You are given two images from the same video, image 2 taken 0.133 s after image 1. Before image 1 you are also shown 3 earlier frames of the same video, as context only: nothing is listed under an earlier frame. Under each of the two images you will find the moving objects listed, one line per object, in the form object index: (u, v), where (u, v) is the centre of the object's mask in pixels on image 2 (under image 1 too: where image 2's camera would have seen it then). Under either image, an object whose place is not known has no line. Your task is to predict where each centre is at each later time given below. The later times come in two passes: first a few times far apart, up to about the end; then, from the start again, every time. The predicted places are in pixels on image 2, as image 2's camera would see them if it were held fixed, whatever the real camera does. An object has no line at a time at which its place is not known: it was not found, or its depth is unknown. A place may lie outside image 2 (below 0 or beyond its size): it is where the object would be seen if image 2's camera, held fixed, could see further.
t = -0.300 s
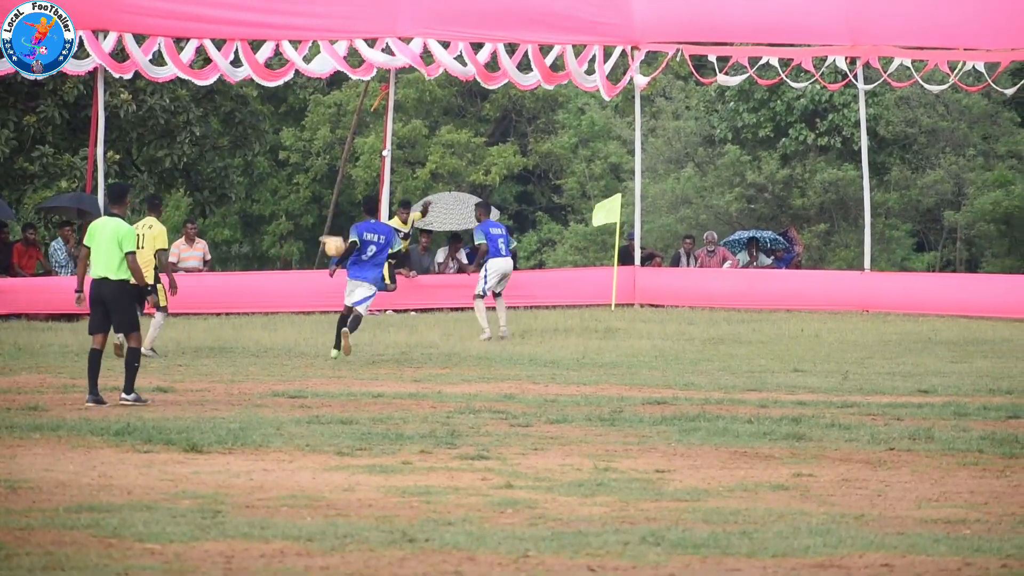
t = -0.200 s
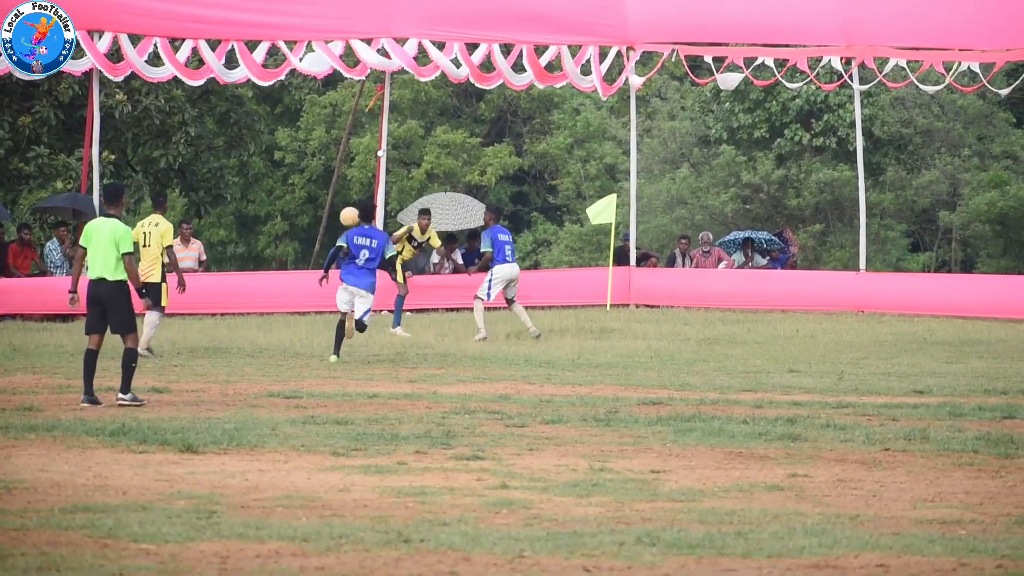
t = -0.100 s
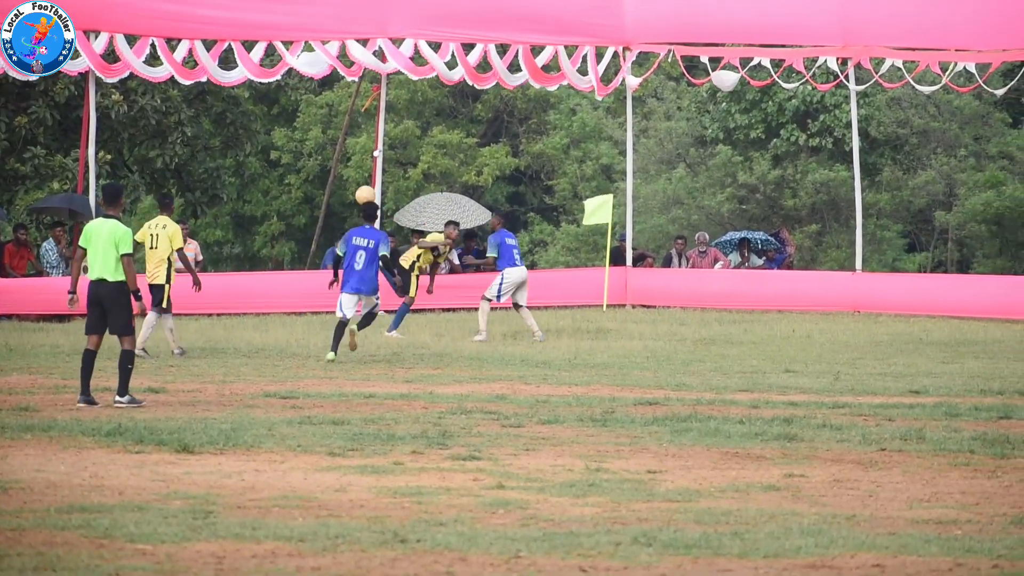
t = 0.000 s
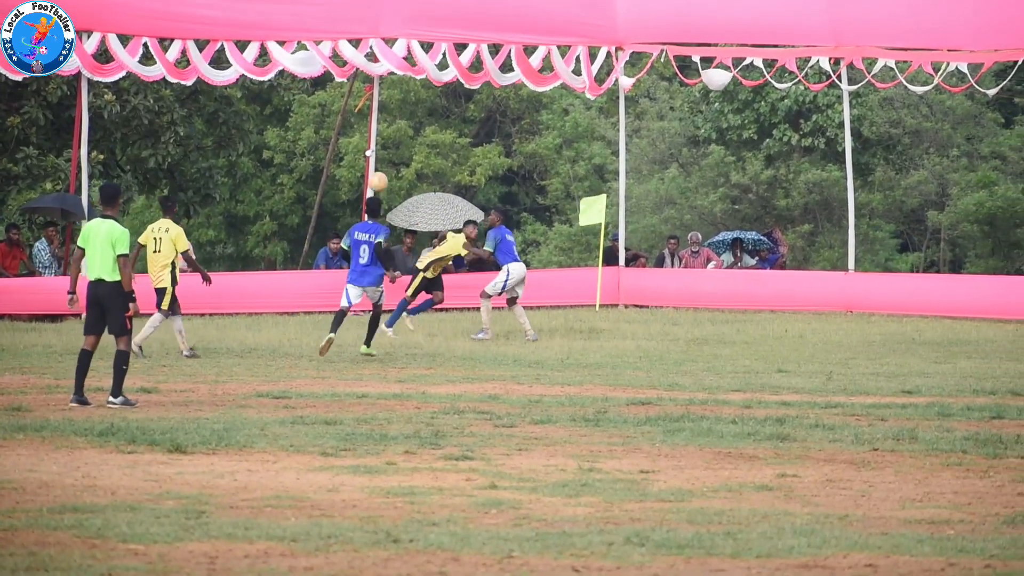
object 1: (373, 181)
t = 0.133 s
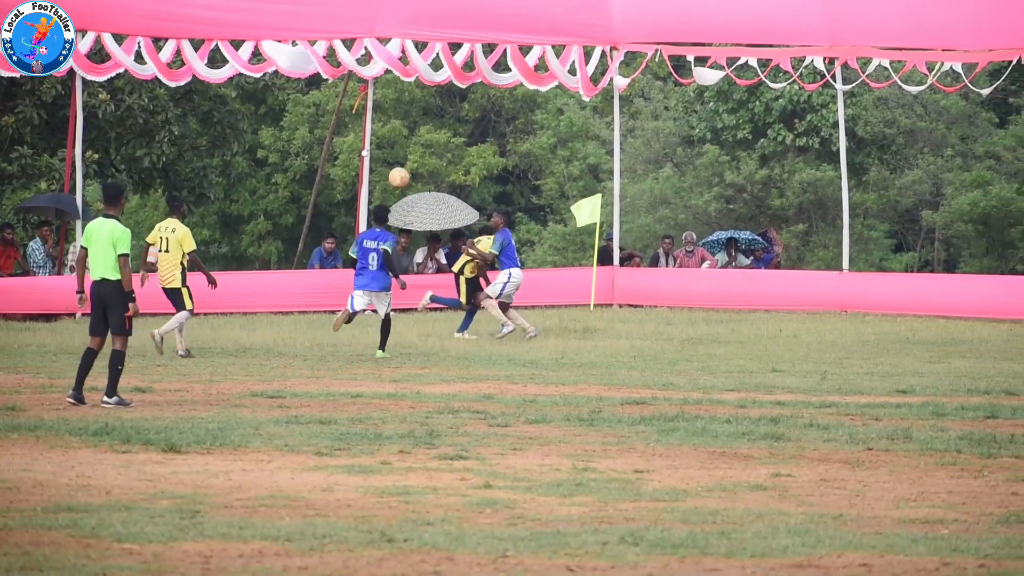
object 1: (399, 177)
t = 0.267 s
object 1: (425, 190)
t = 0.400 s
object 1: (450, 218)
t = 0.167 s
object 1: (405, 179)
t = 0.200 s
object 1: (412, 181)
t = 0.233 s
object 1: (418, 185)
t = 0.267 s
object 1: (425, 190)
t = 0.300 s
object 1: (431, 196)
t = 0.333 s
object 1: (437, 202)
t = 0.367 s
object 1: (444, 210)
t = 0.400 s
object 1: (450, 218)
